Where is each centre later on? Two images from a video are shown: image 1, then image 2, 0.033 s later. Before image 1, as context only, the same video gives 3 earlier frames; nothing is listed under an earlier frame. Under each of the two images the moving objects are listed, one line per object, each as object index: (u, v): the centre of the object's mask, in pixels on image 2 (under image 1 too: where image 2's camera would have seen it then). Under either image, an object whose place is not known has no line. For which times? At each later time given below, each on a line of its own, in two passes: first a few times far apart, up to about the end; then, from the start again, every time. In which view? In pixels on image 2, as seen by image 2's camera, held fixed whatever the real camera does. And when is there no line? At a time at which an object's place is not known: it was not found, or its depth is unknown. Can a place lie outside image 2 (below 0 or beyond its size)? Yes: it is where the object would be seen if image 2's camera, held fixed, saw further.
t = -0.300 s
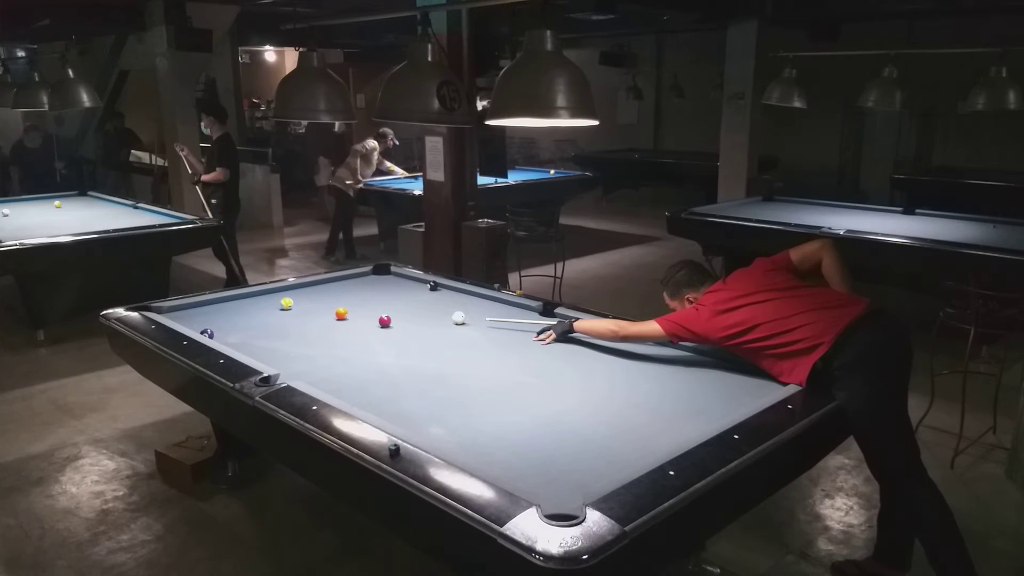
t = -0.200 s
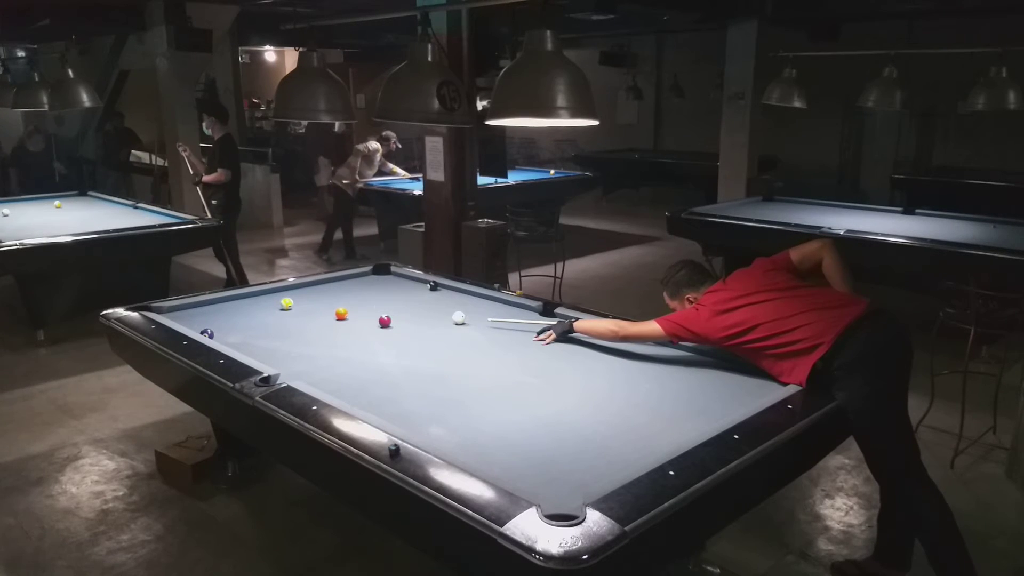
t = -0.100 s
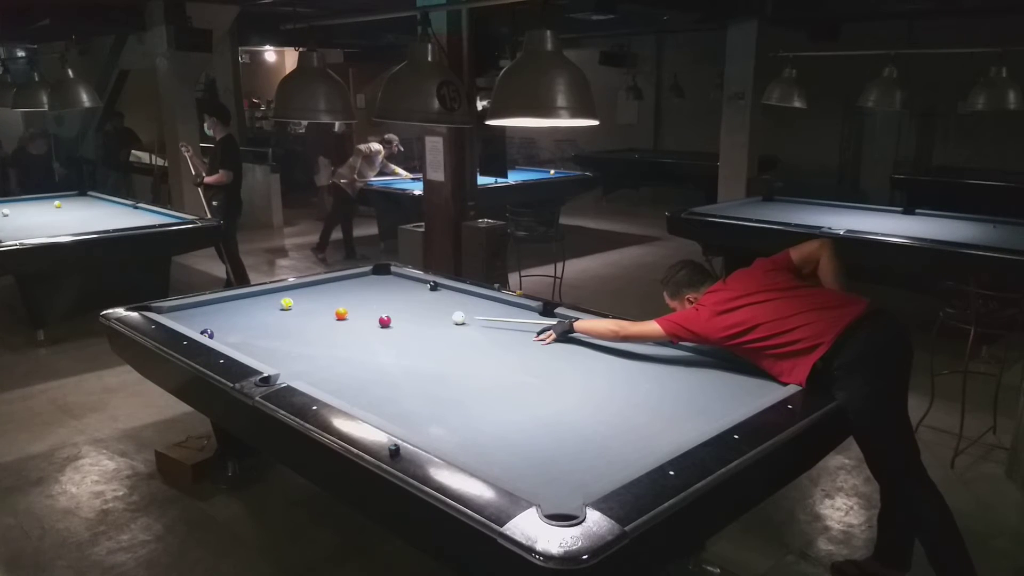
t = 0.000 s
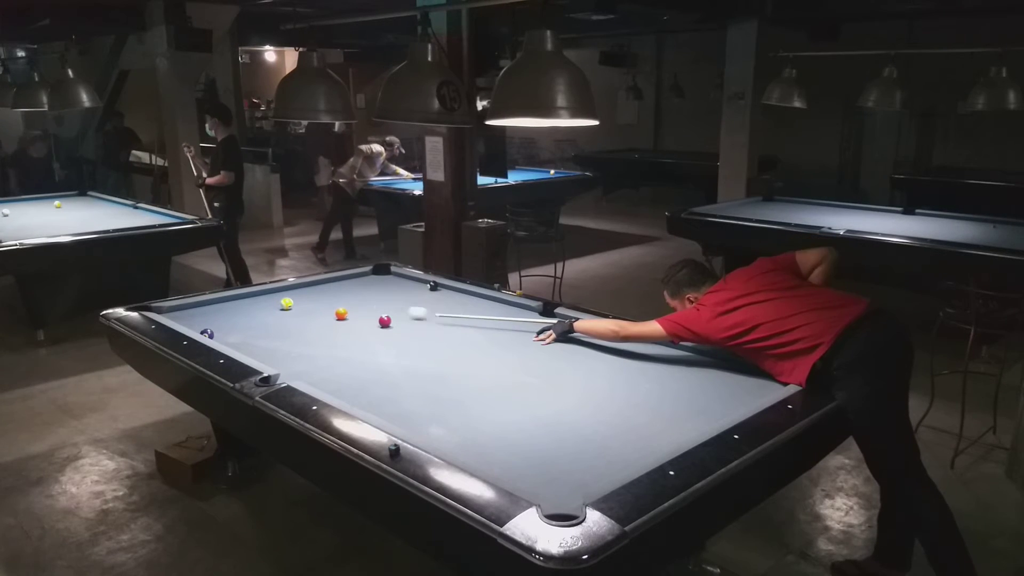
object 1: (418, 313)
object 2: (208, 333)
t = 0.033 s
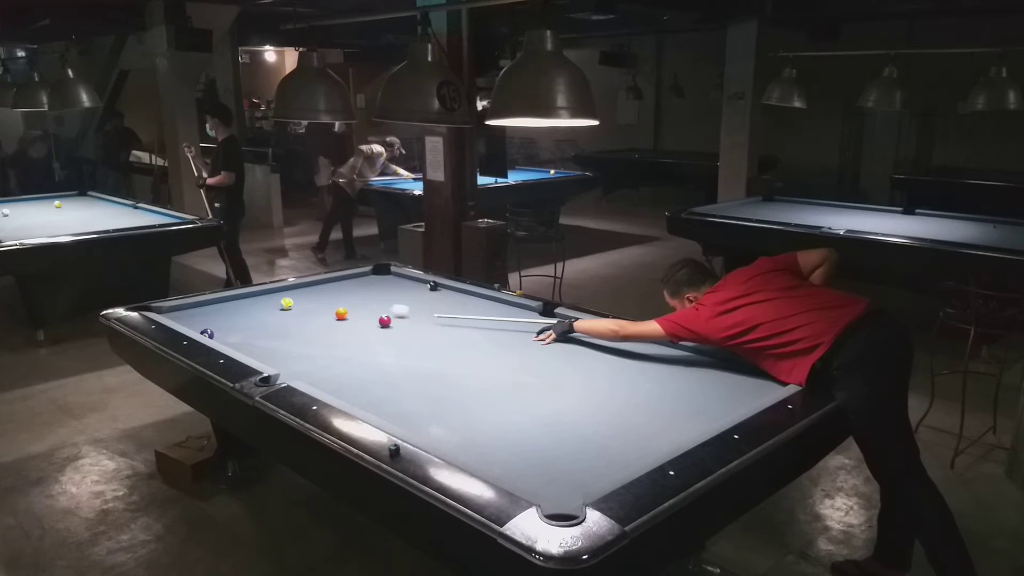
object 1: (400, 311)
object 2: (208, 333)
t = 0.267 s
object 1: (290, 297)
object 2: (207, 333)
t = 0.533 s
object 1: (229, 313)
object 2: (207, 333)
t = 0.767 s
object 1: (203, 330)
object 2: (221, 337)
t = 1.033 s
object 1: (227, 335)
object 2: (266, 341)
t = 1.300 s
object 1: (250, 338)
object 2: (311, 344)
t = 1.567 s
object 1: (273, 340)
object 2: (354, 347)
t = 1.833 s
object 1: (295, 343)
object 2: (397, 350)
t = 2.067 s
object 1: (313, 345)
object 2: (434, 352)
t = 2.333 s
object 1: (333, 347)
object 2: (475, 355)
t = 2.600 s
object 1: (351, 349)
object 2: (515, 357)
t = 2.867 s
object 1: (369, 350)
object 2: (554, 359)
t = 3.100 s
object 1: (382, 351)
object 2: (588, 362)
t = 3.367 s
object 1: (397, 353)
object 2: (625, 365)
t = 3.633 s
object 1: (409, 354)
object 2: (661, 367)
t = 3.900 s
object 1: (420, 355)
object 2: (695, 370)
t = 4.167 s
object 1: (429, 356)
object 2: (729, 373)
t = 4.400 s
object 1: (436, 356)
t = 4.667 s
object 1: (443, 357)
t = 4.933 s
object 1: (447, 357)
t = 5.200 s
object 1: (451, 357)
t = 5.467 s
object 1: (453, 357)
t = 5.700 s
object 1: (453, 357)
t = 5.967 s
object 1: (452, 357)
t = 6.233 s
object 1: (452, 357)
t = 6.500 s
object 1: (452, 357)
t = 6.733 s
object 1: (452, 357)
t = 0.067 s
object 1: (384, 309)
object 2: (207, 333)
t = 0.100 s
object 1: (367, 307)
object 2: (207, 333)
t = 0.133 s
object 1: (351, 305)
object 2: (207, 333)
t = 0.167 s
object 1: (334, 303)
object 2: (207, 333)
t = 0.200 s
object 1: (319, 302)
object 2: (207, 333)
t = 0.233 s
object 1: (303, 300)
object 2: (207, 333)
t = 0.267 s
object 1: (290, 297)
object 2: (207, 333)
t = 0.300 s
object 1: (273, 297)
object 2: (207, 333)
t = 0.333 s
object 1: (259, 296)
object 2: (207, 333)
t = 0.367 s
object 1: (248, 295)
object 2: (207, 333)
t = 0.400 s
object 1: (244, 299)
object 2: (207, 333)
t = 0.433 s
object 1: (241, 302)
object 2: (207, 333)
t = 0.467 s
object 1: (237, 306)
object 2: (207, 333)
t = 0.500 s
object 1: (233, 309)
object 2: (207, 333)
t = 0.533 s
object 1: (229, 313)
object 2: (207, 333)
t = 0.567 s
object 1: (225, 316)
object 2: (207, 333)
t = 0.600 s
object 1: (220, 320)
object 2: (207, 333)
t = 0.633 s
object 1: (216, 324)
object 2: (207, 333)
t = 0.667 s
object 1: (212, 326)
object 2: (207, 333)
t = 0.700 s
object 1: (206, 328)
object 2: (207, 333)
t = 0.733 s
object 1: (203, 330)
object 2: (215, 335)
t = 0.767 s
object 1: (203, 330)
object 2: (221, 337)
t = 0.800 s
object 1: (206, 331)
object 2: (227, 338)
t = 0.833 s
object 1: (209, 332)
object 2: (233, 338)
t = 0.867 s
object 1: (212, 333)
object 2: (238, 338)
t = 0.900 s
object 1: (215, 333)
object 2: (244, 339)
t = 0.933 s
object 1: (218, 334)
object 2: (250, 339)
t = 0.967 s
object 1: (221, 334)
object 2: (255, 339)
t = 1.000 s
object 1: (224, 335)
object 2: (261, 340)
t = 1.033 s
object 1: (227, 335)
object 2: (266, 341)
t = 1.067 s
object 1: (230, 335)
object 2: (272, 341)
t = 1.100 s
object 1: (233, 336)
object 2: (278, 341)
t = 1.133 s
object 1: (236, 336)
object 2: (283, 342)
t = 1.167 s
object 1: (239, 336)
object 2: (288, 342)
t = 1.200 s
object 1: (242, 337)
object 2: (294, 343)
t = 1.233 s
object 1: (244, 337)
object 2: (300, 343)
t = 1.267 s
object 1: (247, 337)
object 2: (305, 343)
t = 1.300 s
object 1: (250, 338)
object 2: (311, 344)
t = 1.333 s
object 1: (253, 338)
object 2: (316, 344)
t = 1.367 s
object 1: (256, 338)
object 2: (322, 345)
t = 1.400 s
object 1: (259, 339)
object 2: (327, 345)
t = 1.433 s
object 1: (262, 339)
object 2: (333, 345)
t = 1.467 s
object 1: (265, 339)
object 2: (338, 346)
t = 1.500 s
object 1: (267, 340)
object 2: (344, 346)
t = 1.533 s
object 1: (270, 340)
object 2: (349, 347)
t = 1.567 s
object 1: (273, 340)
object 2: (354, 347)
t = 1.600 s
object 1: (276, 341)
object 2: (360, 347)
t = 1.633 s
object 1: (279, 341)
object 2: (365, 348)
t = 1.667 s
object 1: (281, 341)
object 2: (371, 348)
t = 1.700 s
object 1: (284, 342)
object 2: (376, 349)
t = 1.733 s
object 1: (287, 342)
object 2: (382, 349)
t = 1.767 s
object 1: (290, 342)
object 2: (387, 349)
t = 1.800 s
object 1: (292, 343)
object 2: (392, 350)
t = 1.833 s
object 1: (295, 343)
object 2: (397, 350)
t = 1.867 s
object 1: (298, 343)
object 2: (403, 350)
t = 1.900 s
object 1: (300, 343)
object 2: (408, 351)
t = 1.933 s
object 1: (303, 344)
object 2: (413, 351)
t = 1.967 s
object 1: (305, 344)
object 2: (419, 351)
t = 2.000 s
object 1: (308, 344)
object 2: (424, 352)
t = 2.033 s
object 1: (310, 345)
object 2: (429, 352)
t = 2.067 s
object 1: (313, 345)
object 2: (434, 352)
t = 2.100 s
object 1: (316, 345)
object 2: (439, 353)
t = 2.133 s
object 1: (318, 345)
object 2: (445, 353)
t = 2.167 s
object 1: (321, 346)
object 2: (450, 353)
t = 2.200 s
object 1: (323, 346)
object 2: (455, 353)
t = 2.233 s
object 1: (326, 346)
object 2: (460, 354)
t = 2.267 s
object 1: (328, 346)
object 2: (465, 354)
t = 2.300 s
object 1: (331, 347)
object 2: (470, 355)
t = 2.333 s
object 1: (333, 347)
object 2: (475, 355)
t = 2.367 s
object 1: (335, 347)
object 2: (480, 355)
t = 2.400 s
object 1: (337, 347)
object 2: (486, 356)
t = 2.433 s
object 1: (340, 347)
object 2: (490, 356)
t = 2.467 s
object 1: (342, 348)
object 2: (495, 356)
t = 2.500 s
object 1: (345, 348)
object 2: (501, 356)
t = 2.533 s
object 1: (347, 348)
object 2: (506, 357)
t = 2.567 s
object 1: (349, 348)
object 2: (511, 357)
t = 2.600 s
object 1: (351, 349)
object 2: (515, 357)
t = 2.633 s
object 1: (354, 349)
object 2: (520, 358)
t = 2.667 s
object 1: (356, 349)
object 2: (526, 358)
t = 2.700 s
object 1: (358, 349)
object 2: (530, 358)
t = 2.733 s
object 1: (360, 350)
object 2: (535, 358)
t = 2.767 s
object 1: (362, 350)
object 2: (540, 358)
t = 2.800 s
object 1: (365, 350)
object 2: (546, 358)
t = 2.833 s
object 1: (367, 350)
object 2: (550, 359)
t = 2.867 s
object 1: (369, 350)
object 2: (554, 359)
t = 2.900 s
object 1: (371, 350)
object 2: (560, 360)
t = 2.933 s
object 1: (373, 351)
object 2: (564, 360)
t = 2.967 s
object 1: (375, 351)
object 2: (569, 361)
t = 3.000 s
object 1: (377, 351)
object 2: (574, 361)
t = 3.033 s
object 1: (379, 351)
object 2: (578, 361)
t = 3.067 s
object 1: (380, 351)
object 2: (583, 362)
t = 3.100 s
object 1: (382, 351)
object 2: (588, 362)
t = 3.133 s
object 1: (384, 351)
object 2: (593, 363)
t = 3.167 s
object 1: (386, 352)
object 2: (597, 363)
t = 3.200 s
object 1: (388, 352)
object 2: (602, 363)
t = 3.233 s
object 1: (390, 352)
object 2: (607, 363)
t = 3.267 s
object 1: (392, 352)
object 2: (611, 364)
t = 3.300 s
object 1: (393, 353)
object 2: (616, 364)
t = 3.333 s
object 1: (395, 353)
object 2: (620, 364)
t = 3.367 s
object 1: (397, 353)
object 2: (625, 365)
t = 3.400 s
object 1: (399, 353)
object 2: (629, 365)
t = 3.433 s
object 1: (400, 353)
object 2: (634, 365)
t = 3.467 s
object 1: (402, 353)
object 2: (639, 366)
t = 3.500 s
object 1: (403, 354)
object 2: (642, 366)
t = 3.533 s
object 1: (405, 353)
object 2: (647, 366)
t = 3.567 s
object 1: (406, 354)
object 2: (652, 367)
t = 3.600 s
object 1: (408, 354)
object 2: (656, 367)
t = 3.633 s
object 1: (409, 354)
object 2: (661, 367)
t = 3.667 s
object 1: (411, 354)
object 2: (665, 367)
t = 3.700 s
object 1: (412, 354)
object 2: (669, 368)
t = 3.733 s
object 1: (414, 354)
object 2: (674, 369)
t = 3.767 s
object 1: (415, 354)
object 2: (678, 369)
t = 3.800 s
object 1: (416, 354)
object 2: (683, 369)
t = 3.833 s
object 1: (418, 354)
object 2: (688, 369)
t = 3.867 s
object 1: (419, 355)
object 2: (691, 370)
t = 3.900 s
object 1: (420, 355)
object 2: (695, 370)
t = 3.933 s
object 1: (421, 355)
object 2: (700, 370)
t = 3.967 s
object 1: (422, 355)
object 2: (704, 371)
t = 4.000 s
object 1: (423, 355)
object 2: (708, 371)
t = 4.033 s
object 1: (425, 356)
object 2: (712, 371)
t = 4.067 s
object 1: (426, 356)
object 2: (717, 372)
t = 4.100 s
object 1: (427, 356)
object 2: (721, 372)
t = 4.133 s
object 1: (428, 356)
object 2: (725, 372)
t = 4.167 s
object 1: (429, 356)
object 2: (729, 373)
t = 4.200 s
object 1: (430, 356)
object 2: (733, 373)
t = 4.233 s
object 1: (431, 356)
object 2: (737, 373)
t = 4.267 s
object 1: (432, 356)
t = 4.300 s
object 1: (433, 356)
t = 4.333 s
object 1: (434, 356)
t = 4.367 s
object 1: (435, 356)
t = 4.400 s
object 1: (436, 356)
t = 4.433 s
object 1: (437, 356)
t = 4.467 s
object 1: (438, 357)
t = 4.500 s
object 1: (439, 356)
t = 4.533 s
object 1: (439, 357)
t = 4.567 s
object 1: (440, 357)
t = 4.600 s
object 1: (441, 357)
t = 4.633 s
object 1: (442, 357)
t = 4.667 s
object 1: (443, 357)
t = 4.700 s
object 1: (443, 357)
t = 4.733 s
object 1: (444, 357)
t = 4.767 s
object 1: (444, 357)
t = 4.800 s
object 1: (445, 357)
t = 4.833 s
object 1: (445, 357)
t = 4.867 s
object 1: (446, 357)
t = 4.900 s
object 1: (447, 357)
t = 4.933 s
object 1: (447, 357)
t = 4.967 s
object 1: (448, 357)
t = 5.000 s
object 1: (448, 357)
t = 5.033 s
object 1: (449, 357)
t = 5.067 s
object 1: (449, 357)
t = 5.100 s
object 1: (449, 357)
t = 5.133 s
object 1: (450, 358)
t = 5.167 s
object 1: (450, 357)
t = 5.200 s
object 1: (451, 357)
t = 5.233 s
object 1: (451, 358)
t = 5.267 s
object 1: (451, 358)
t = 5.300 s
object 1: (451, 358)
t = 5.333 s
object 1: (452, 358)
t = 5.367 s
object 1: (452, 357)
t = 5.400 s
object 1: (452, 357)
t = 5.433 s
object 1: (453, 357)
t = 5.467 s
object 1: (453, 357)
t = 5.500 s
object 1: (453, 357)
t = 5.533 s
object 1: (453, 357)
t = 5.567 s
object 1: (453, 357)
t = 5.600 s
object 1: (453, 357)
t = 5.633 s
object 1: (453, 357)
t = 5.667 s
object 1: (453, 357)
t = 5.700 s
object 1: (453, 357)
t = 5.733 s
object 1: (453, 357)
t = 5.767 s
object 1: (453, 357)
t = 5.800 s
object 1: (452, 357)
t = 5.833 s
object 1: (453, 357)
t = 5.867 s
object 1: (452, 357)
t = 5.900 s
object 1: (452, 357)
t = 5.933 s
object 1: (452, 357)
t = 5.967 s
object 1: (452, 357)
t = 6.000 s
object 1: (452, 357)
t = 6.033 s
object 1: (452, 357)
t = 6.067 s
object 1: (452, 357)
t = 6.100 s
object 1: (452, 357)
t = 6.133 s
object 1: (452, 357)
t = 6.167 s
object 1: (452, 357)
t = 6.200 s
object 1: (452, 357)
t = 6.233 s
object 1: (452, 357)
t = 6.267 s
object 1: (452, 357)
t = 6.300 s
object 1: (452, 357)
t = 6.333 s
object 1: (452, 357)
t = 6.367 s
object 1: (452, 357)
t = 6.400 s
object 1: (452, 357)
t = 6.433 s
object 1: (452, 357)
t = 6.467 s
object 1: (452, 357)
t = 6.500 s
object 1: (452, 357)
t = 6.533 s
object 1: (452, 357)
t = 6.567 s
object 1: (452, 357)
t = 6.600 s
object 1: (452, 357)
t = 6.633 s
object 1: (452, 357)
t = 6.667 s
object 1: (452, 357)
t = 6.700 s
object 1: (452, 357)
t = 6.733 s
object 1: (452, 357)
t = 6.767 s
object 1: (452, 357)
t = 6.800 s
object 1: (452, 357)
